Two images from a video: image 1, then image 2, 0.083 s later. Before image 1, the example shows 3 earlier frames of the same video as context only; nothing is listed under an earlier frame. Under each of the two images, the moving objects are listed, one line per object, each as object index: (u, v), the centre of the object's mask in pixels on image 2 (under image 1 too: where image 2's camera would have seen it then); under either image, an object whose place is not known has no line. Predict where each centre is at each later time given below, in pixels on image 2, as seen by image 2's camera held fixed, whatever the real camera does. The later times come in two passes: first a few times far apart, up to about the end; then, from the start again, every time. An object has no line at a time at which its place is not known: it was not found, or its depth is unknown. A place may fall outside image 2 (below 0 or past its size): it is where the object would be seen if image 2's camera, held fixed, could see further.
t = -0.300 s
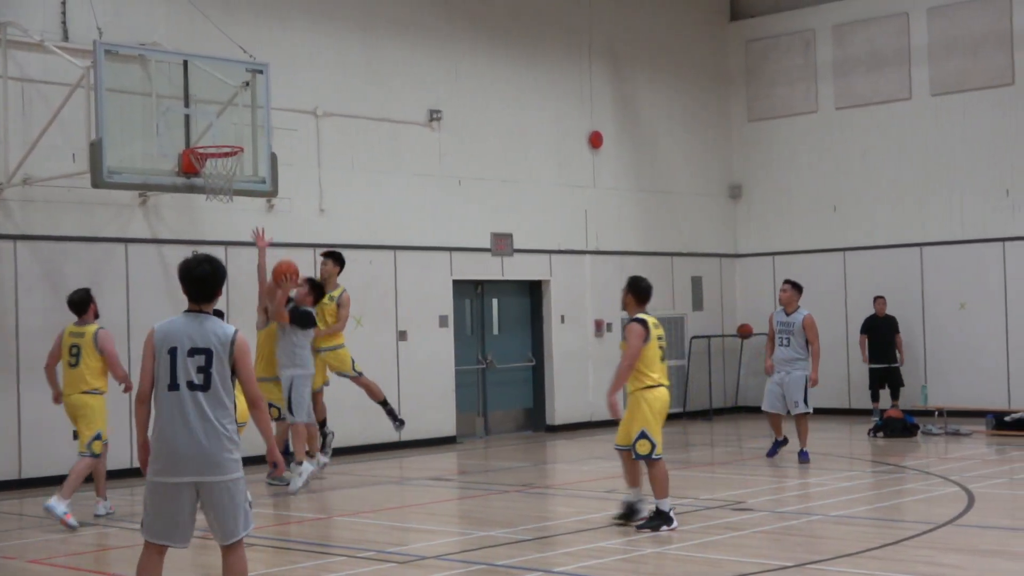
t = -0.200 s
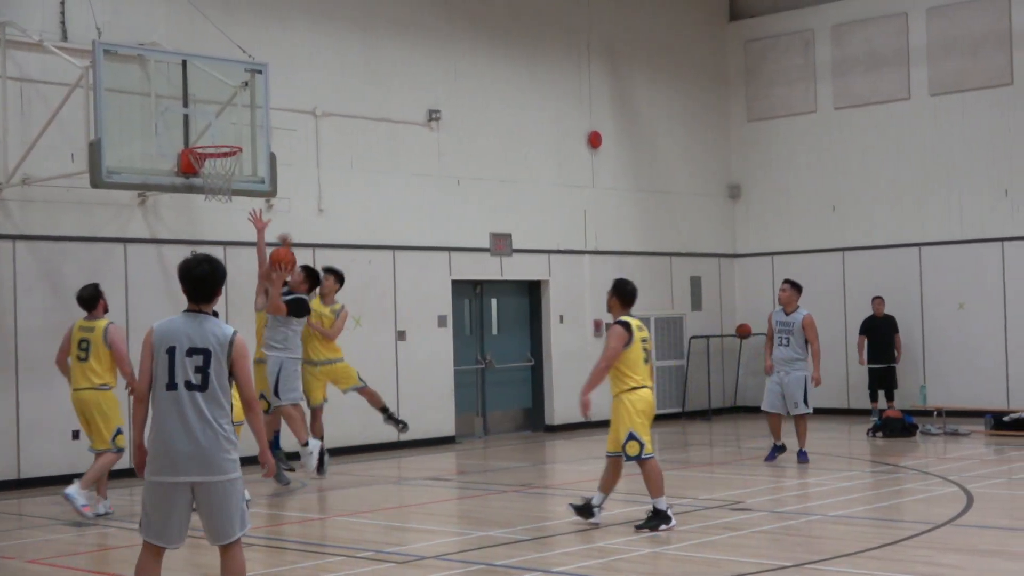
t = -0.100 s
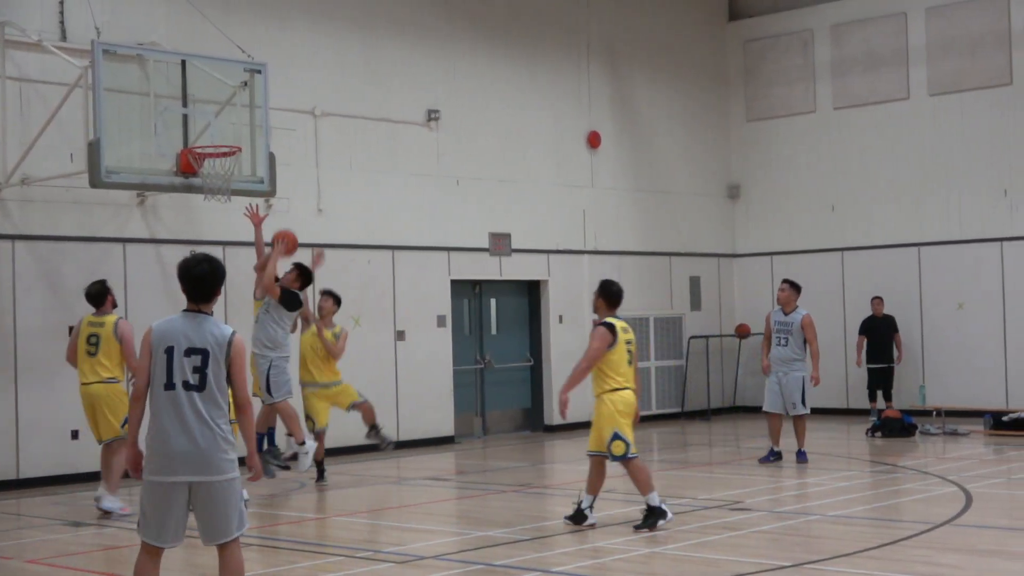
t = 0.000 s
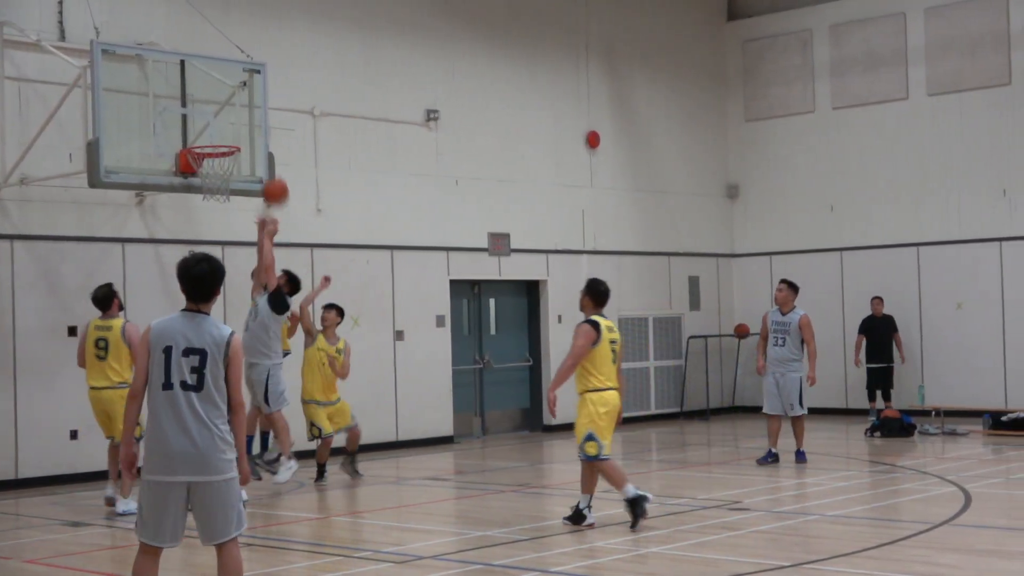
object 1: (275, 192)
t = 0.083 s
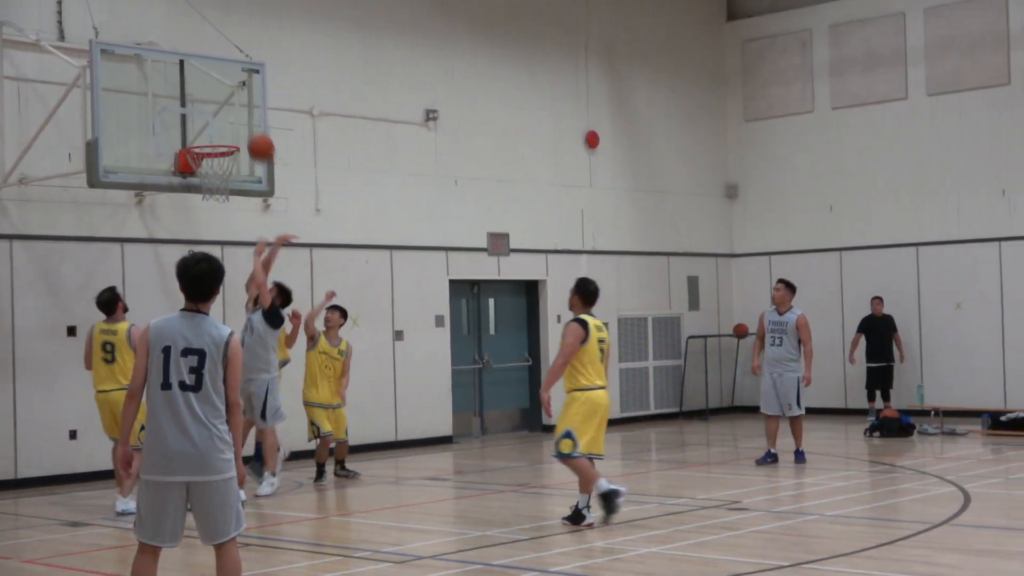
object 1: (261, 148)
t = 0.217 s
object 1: (240, 95)
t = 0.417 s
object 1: (210, 51)
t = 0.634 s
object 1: (208, 45)
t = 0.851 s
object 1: (216, 87)
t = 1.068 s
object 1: (209, 148)
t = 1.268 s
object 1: (219, 181)
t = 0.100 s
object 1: (258, 140)
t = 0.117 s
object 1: (255, 133)
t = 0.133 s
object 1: (253, 126)
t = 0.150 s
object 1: (250, 119)
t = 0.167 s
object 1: (248, 113)
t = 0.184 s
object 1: (245, 106)
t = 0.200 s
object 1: (242, 100)
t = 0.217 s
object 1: (240, 95)
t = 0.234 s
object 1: (237, 89)
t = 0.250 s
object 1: (235, 84)
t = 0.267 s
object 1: (232, 79)
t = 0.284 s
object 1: (230, 76)
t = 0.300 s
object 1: (227, 71)
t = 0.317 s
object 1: (225, 67)
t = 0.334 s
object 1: (222, 64)
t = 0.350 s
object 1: (220, 60)
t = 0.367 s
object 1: (217, 58)
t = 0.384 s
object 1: (215, 55)
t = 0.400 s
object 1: (212, 53)
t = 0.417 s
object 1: (210, 51)
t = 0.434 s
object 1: (208, 49)
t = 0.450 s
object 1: (205, 48)
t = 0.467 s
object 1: (203, 47)
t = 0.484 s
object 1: (203, 45)
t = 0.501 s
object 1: (204, 44)
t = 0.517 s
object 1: (204, 43)
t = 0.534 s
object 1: (205, 42)
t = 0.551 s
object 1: (205, 42)
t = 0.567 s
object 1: (206, 42)
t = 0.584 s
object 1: (207, 42)
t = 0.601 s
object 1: (207, 43)
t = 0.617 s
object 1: (208, 44)
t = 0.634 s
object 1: (208, 45)
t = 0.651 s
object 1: (209, 46)
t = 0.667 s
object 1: (209, 48)
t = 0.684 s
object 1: (210, 50)
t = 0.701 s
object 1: (210, 52)
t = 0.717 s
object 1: (211, 55)
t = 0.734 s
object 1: (211, 58)
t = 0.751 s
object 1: (212, 61)
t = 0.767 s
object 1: (213, 65)
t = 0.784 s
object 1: (213, 68)
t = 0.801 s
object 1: (214, 73)
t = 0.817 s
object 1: (215, 77)
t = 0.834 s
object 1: (215, 82)
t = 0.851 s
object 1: (216, 87)
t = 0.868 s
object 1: (217, 93)
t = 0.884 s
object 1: (217, 98)
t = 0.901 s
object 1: (218, 104)
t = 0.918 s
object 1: (218, 110)
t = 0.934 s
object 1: (219, 117)
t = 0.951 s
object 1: (220, 124)
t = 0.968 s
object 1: (221, 131)
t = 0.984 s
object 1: (221, 136)
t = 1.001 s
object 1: (222, 143)
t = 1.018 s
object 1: (219, 144)
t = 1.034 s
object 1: (216, 146)
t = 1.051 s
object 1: (213, 147)
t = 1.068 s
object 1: (209, 148)
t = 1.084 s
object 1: (207, 150)
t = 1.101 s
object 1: (204, 152)
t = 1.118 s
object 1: (201, 155)
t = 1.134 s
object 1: (203, 157)
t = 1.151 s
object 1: (206, 159)
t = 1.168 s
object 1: (208, 161)
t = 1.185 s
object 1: (209, 164)
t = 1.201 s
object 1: (211, 167)
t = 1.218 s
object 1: (213, 170)
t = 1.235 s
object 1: (215, 173)
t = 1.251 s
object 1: (217, 177)
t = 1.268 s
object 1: (219, 181)
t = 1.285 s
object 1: (220, 185)
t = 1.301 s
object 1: (222, 189)
